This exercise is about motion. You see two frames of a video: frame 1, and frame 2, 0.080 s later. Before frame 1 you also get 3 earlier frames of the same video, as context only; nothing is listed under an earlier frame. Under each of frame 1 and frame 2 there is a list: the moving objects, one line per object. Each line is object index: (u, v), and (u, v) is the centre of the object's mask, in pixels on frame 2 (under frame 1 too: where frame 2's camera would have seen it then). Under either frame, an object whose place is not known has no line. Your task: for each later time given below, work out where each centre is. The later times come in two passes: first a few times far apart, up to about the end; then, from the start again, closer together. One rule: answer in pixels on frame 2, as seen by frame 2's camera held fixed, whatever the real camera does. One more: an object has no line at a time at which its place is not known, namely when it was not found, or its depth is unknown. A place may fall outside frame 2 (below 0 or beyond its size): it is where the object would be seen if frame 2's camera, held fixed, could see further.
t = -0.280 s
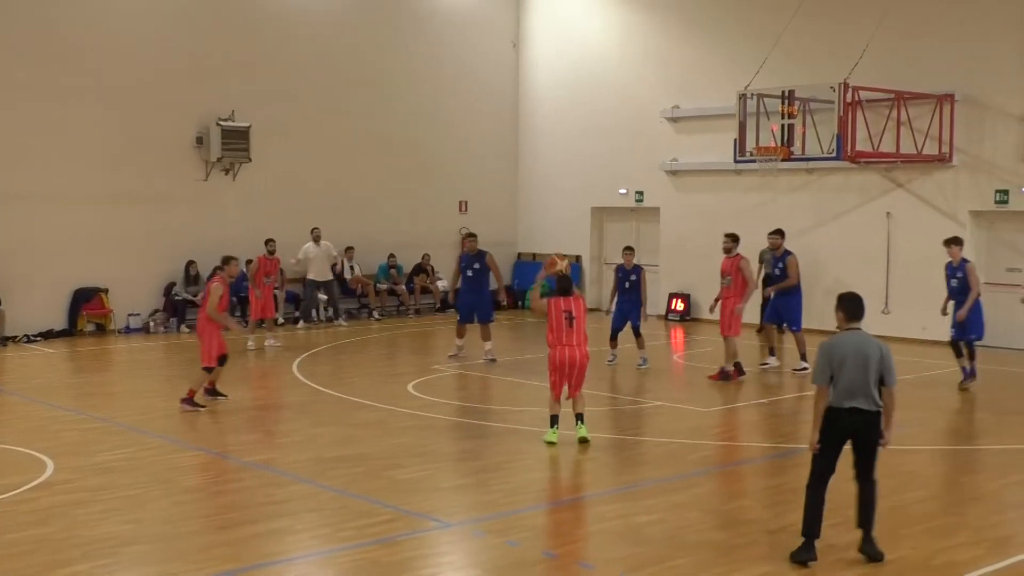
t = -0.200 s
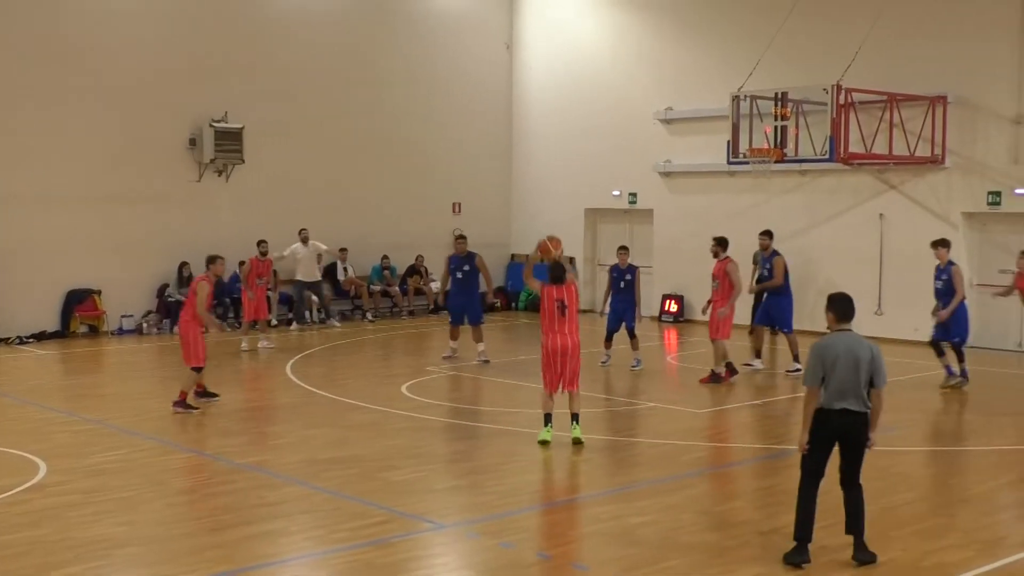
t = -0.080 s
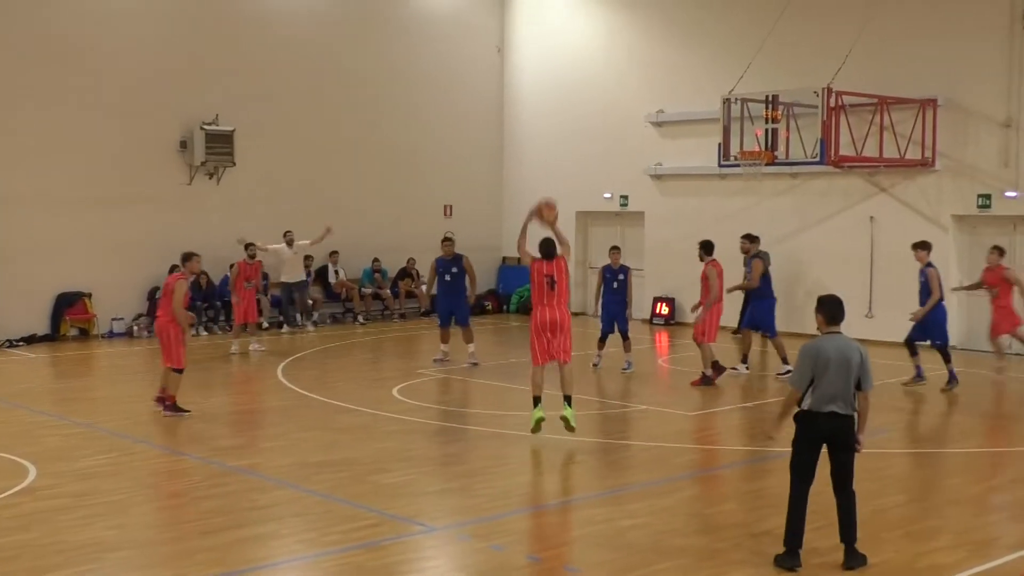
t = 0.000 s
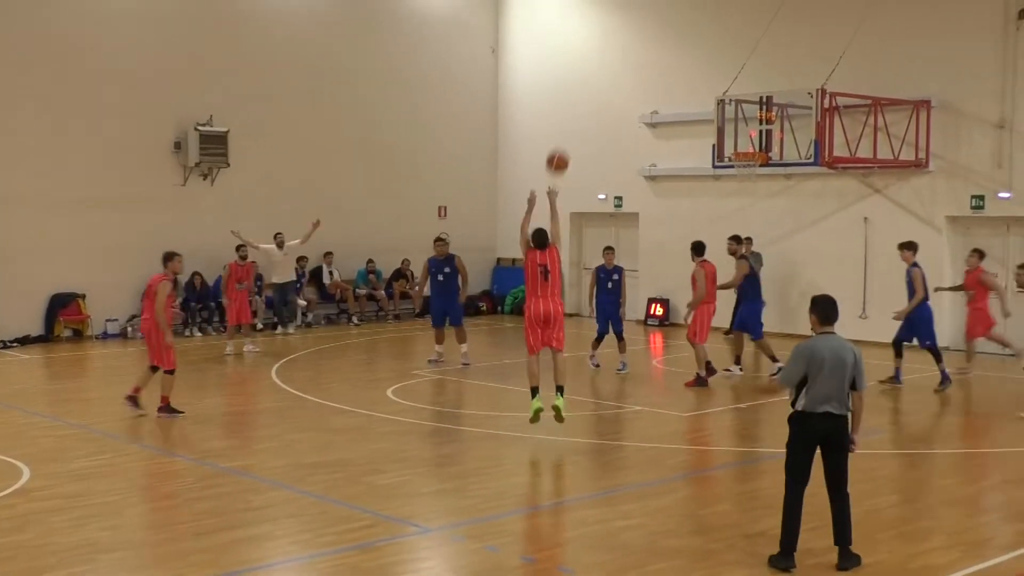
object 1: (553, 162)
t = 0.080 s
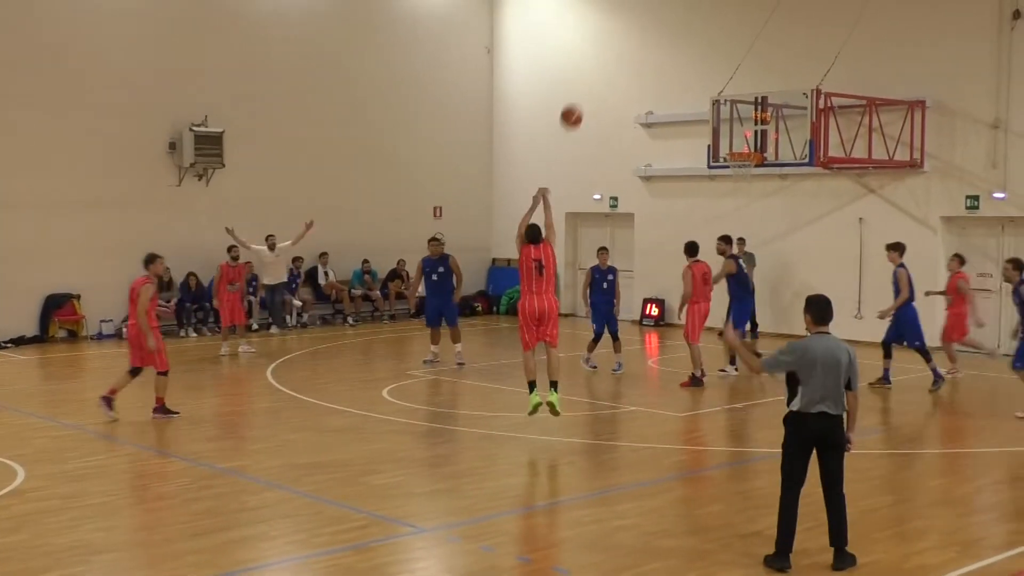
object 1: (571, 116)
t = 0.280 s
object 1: (614, 37)
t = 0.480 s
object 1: (650, 5)
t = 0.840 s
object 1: (704, 19)
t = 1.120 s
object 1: (736, 94)
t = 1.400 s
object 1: (739, 100)
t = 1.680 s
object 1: (713, 34)
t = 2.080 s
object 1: (673, 30)
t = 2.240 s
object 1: (657, 59)
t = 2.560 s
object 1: (624, 173)
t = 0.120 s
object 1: (580, 96)
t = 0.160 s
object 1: (589, 78)
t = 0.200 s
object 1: (597, 63)
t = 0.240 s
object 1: (606, 49)
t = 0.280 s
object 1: (614, 37)
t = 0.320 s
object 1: (621, 27)
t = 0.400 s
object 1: (636, 10)
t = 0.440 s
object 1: (643, 7)
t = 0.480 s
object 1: (650, 5)
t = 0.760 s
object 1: (694, 9)
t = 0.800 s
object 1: (699, 12)
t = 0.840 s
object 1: (704, 19)
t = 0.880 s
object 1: (709, 27)
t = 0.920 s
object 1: (713, 36)
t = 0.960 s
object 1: (718, 46)
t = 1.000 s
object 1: (723, 56)
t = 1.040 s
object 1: (728, 68)
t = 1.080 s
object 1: (732, 81)
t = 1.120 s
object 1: (736, 94)
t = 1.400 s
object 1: (739, 100)
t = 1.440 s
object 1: (735, 88)
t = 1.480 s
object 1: (731, 76)
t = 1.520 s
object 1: (727, 65)
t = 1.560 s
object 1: (724, 56)
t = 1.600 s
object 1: (720, 47)
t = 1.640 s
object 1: (716, 40)
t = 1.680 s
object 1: (713, 34)
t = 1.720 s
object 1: (709, 30)
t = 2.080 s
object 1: (673, 30)
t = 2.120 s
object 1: (669, 35)
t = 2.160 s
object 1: (665, 42)
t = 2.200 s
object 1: (661, 50)
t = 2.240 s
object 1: (657, 59)
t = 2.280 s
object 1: (653, 69)
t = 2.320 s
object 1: (649, 80)
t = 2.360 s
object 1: (645, 93)
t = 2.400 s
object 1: (641, 107)
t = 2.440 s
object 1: (637, 121)
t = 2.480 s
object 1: (632, 138)
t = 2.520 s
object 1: (628, 155)
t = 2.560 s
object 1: (624, 173)
